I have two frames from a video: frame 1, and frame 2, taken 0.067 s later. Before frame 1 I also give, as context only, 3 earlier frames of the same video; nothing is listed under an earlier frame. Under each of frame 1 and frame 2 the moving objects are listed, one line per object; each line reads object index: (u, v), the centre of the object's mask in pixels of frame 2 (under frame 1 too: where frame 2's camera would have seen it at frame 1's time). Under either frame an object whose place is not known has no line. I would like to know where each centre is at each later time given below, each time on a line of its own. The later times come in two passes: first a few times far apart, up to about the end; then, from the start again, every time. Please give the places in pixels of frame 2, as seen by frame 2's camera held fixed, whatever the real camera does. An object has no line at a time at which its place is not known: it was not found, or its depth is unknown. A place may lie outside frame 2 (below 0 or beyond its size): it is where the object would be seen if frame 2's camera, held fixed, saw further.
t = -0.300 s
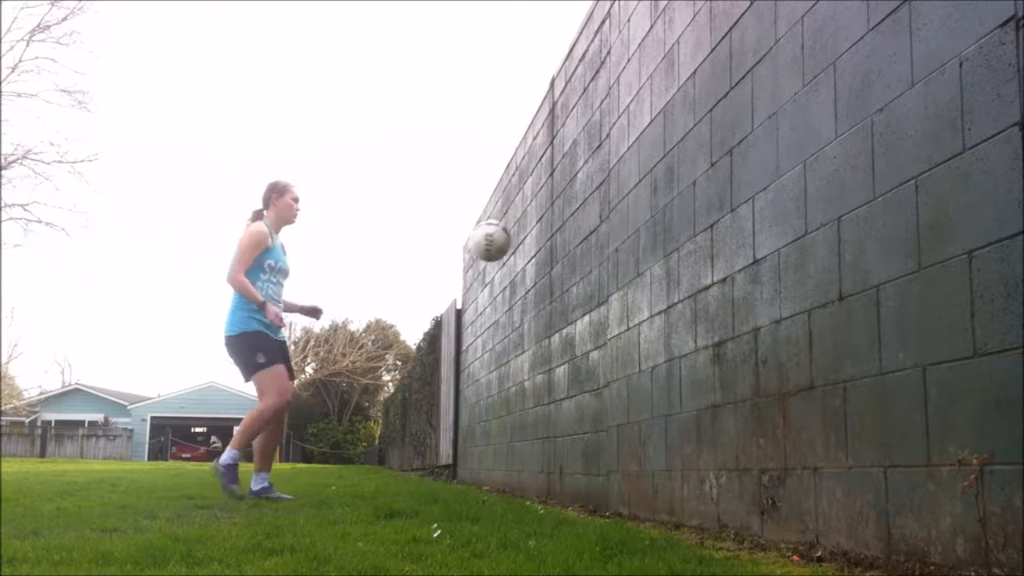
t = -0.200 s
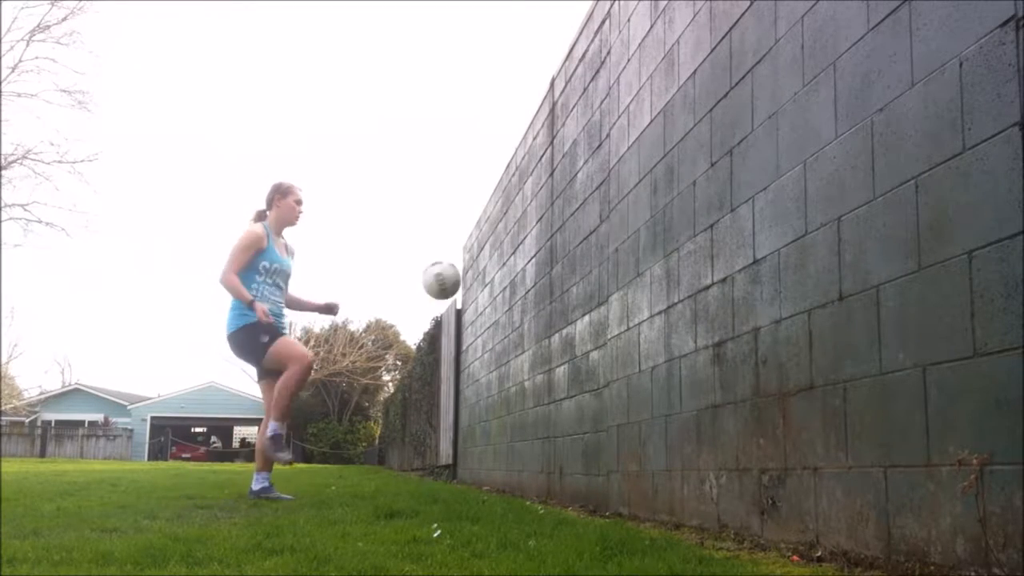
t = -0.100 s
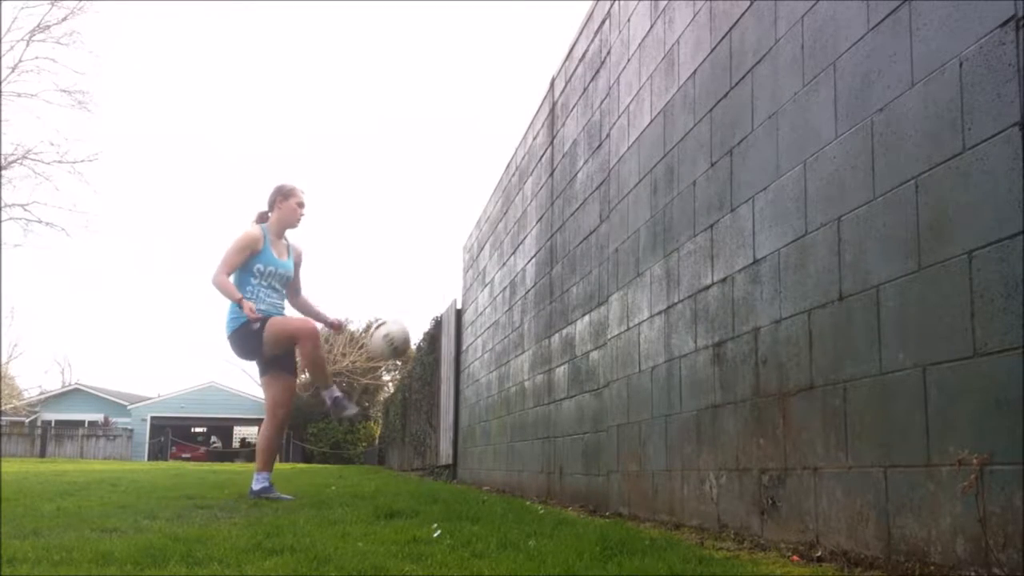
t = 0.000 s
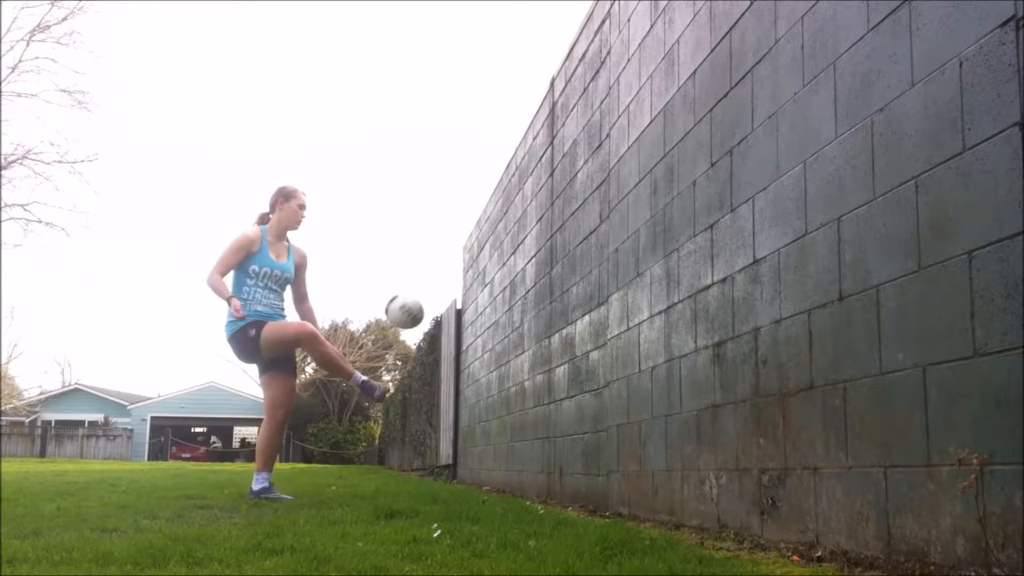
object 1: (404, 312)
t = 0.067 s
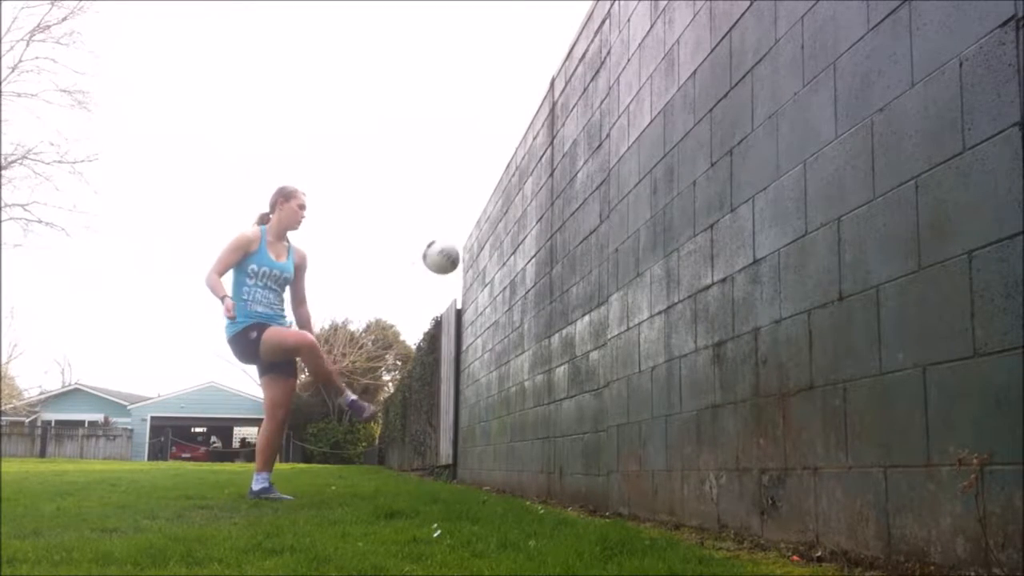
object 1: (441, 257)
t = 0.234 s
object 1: (528, 156)
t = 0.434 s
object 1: (524, 108)
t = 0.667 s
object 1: (427, 144)
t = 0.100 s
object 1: (459, 233)
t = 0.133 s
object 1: (477, 212)
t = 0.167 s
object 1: (494, 191)
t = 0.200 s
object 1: (512, 172)
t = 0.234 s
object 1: (528, 156)
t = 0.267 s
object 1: (543, 141)
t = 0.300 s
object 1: (559, 129)
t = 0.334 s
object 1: (561, 119)
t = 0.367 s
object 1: (551, 113)
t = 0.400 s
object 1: (538, 111)
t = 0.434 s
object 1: (524, 108)
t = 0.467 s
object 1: (510, 107)
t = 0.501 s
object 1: (496, 107)
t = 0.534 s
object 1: (483, 110)
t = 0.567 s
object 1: (470, 116)
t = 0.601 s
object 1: (456, 123)
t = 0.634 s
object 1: (442, 133)
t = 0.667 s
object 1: (427, 144)
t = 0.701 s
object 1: (413, 158)
